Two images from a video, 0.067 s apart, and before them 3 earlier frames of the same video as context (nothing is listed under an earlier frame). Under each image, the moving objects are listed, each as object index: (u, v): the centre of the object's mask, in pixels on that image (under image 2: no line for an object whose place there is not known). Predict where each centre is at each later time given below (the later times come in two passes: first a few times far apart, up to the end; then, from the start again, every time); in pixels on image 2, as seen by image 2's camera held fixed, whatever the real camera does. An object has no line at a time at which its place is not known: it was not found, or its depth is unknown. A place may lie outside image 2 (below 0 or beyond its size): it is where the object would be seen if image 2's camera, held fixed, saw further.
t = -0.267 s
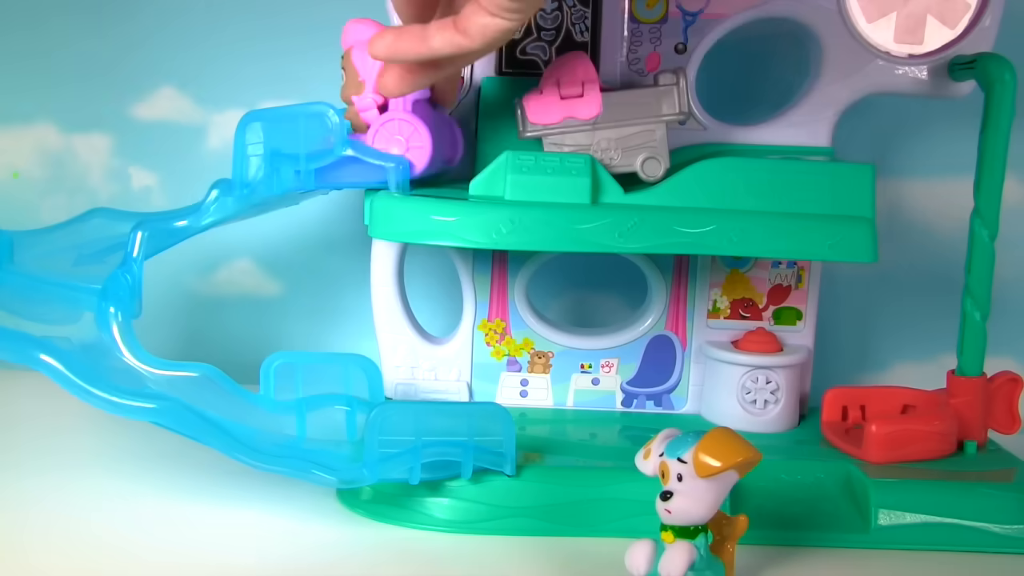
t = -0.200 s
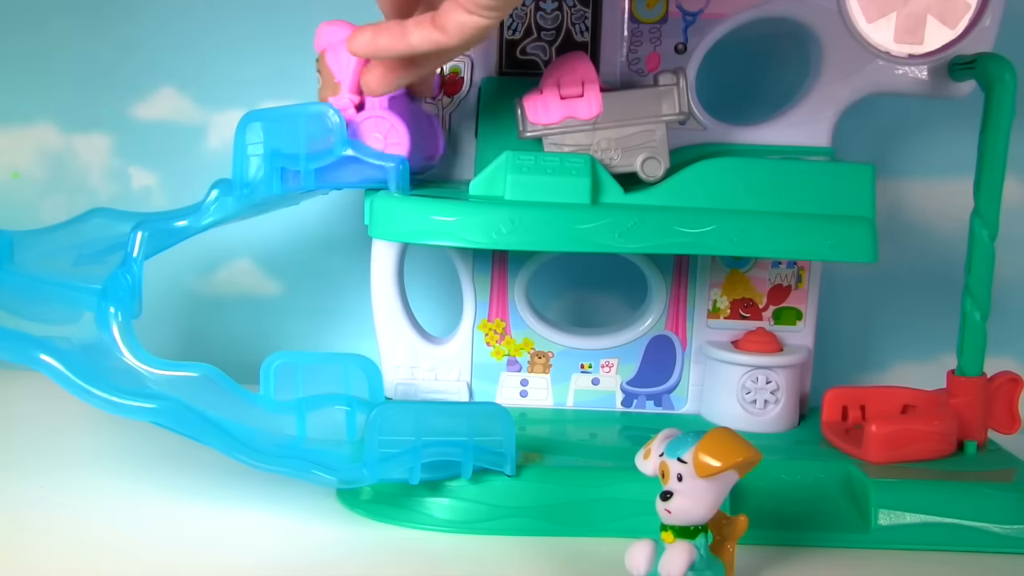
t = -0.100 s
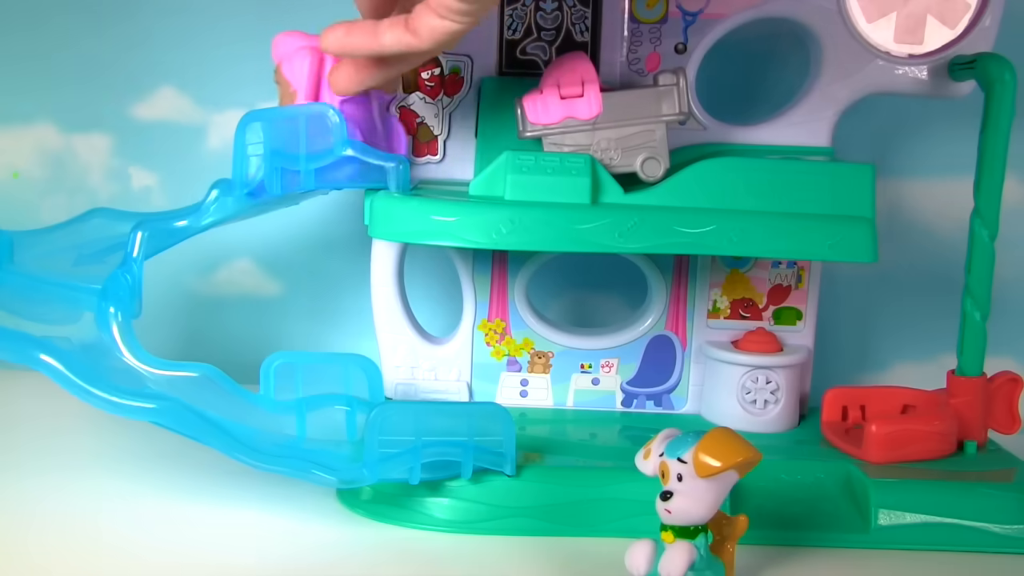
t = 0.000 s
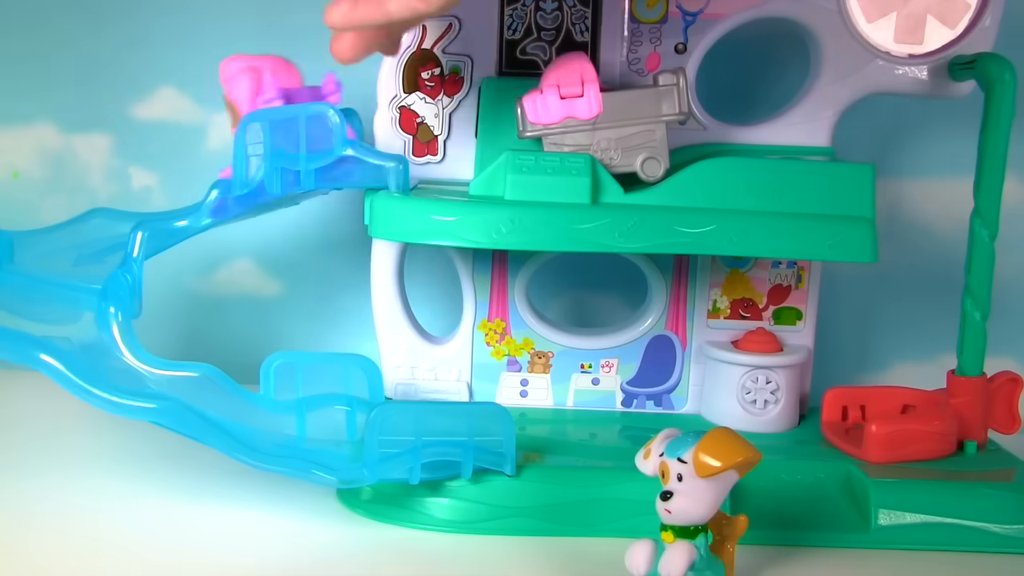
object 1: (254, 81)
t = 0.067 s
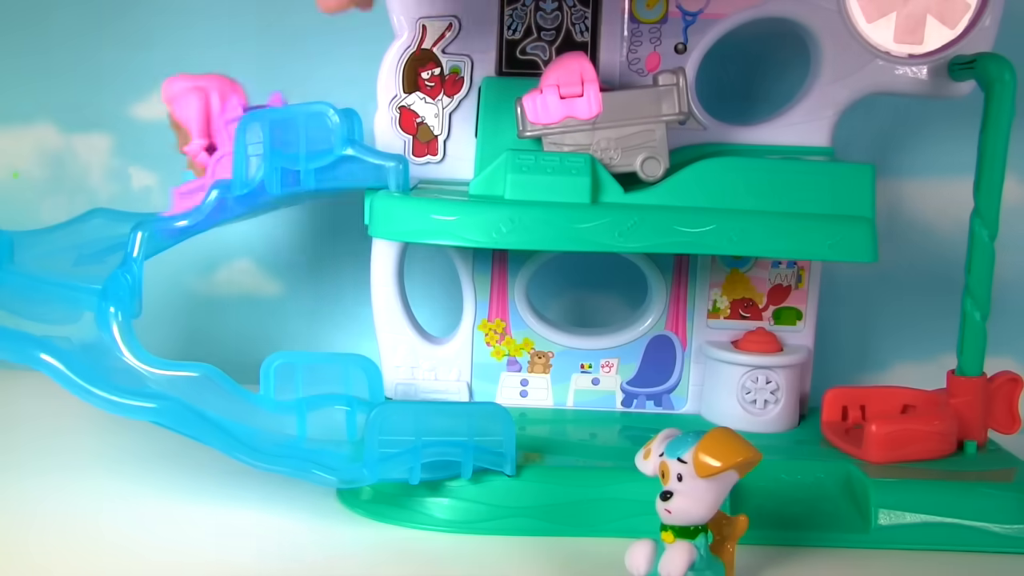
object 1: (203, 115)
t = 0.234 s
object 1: (61, 140)
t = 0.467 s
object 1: (207, 301)
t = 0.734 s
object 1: (651, 331)
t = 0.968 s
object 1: (682, 329)
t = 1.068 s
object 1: (677, 328)
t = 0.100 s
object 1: (178, 117)
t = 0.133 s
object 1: (155, 124)
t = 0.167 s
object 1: (122, 129)
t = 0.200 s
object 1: (85, 133)
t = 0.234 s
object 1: (61, 140)
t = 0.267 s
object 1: (54, 154)
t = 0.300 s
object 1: (53, 164)
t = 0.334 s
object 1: (47, 176)
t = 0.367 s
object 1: (42, 189)
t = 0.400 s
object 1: (71, 225)
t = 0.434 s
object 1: (131, 260)
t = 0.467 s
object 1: (207, 301)
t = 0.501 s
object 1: (276, 325)
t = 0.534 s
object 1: (338, 338)
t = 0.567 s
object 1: (403, 341)
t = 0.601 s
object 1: (465, 338)
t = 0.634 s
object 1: (529, 337)
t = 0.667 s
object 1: (578, 335)
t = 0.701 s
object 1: (619, 332)
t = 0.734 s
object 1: (651, 331)
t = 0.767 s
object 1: (678, 328)
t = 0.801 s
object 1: (691, 328)
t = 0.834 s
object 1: (693, 329)
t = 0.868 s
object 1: (682, 329)
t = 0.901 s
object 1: (677, 328)
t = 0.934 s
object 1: (679, 329)
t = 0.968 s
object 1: (682, 329)
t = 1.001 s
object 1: (681, 329)
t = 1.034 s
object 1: (678, 328)
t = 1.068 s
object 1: (677, 328)
